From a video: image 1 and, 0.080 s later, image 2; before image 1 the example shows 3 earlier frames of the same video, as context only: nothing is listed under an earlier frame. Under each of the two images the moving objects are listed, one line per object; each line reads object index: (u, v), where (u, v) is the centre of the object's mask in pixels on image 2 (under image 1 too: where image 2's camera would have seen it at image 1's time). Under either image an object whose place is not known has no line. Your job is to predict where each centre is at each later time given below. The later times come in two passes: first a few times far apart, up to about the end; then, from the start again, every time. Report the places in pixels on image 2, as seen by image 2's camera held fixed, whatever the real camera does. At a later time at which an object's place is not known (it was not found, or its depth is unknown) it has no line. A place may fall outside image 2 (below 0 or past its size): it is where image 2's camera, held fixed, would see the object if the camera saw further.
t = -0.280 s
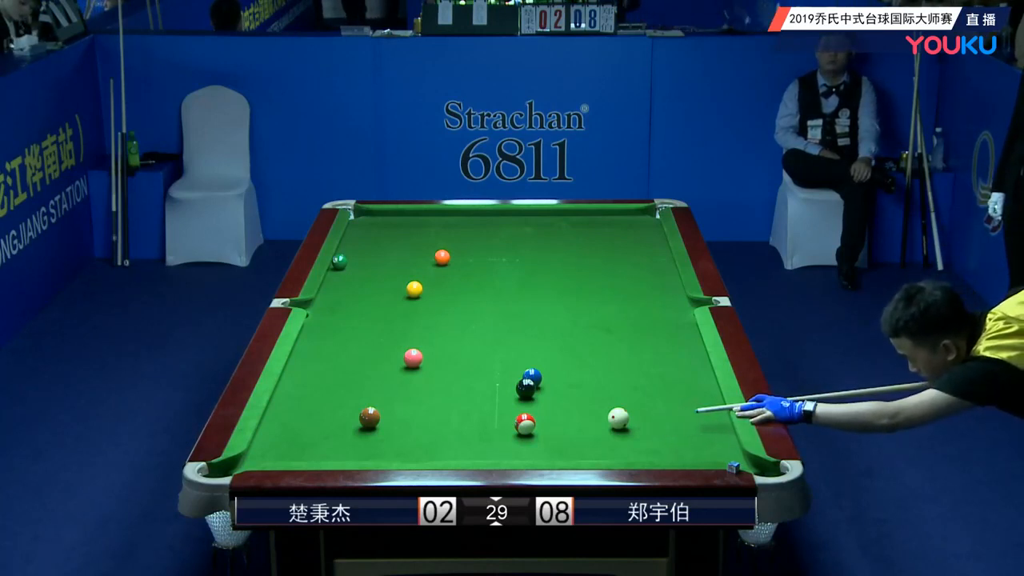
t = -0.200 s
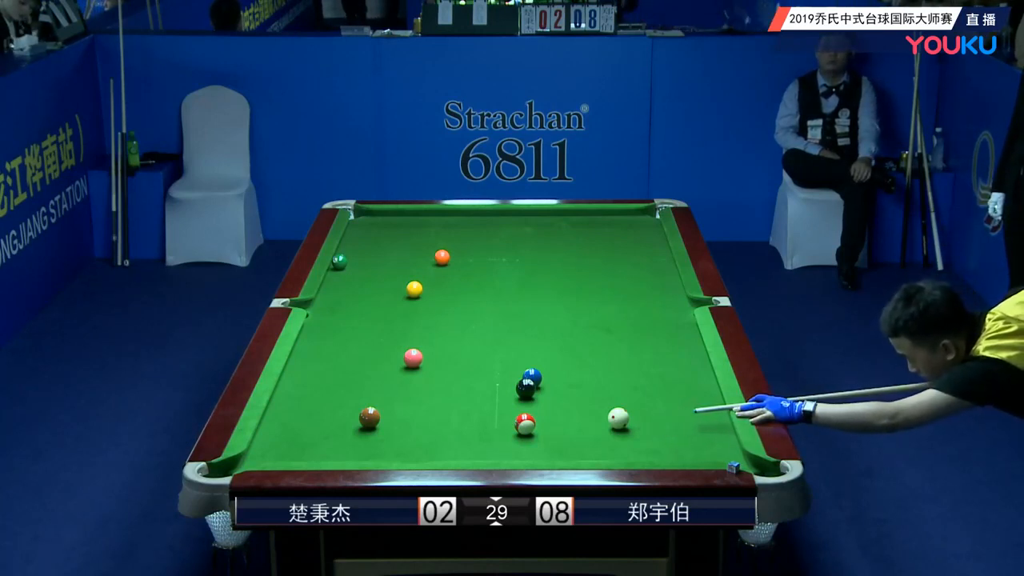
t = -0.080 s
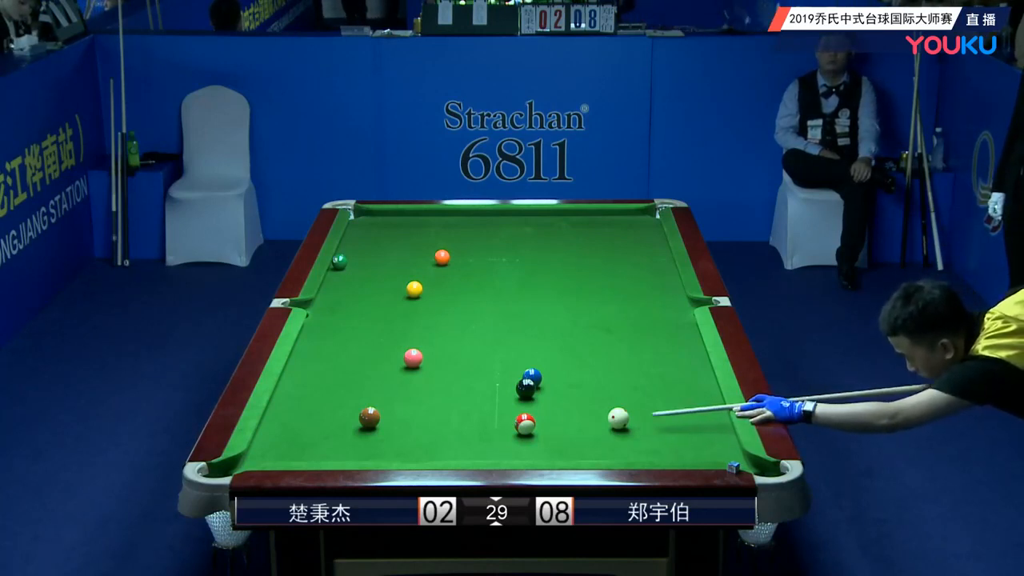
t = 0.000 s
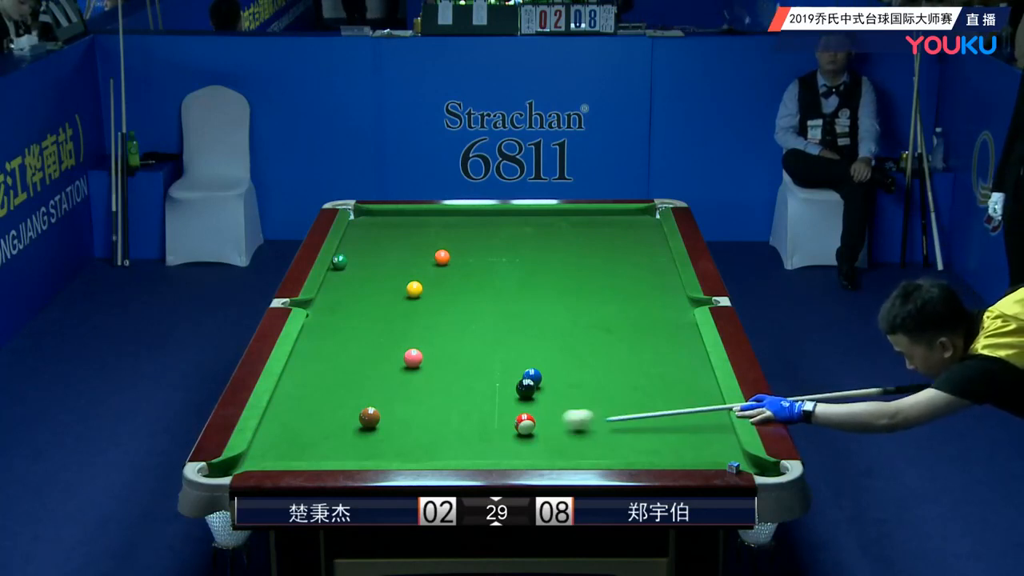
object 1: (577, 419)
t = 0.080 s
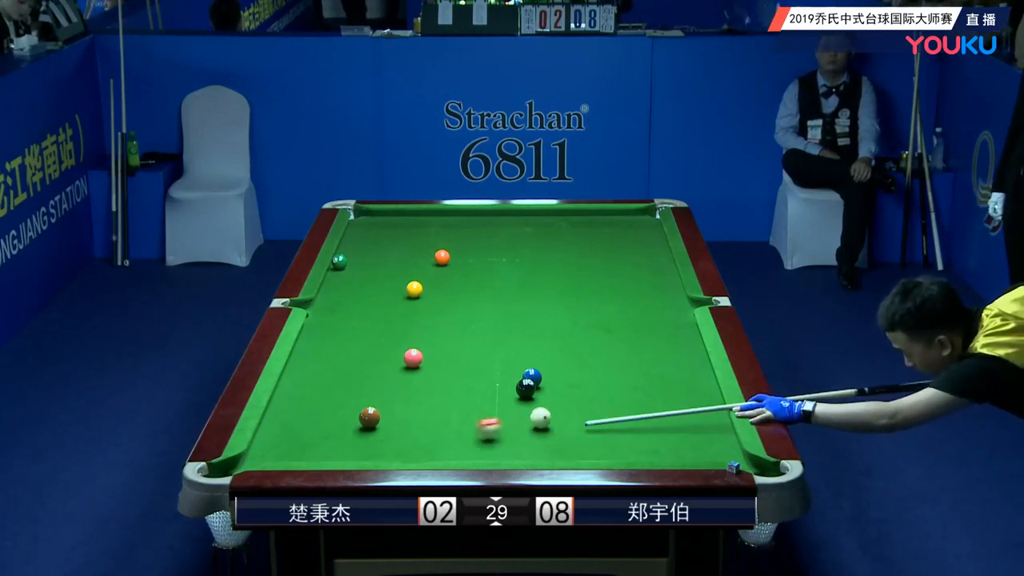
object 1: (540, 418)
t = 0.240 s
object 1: (525, 409)
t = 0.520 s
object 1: (499, 396)
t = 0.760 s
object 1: (480, 386)
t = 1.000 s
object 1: (461, 378)
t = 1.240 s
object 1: (445, 370)
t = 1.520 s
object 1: (427, 362)
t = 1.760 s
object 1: (427, 360)
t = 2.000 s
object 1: (427, 359)
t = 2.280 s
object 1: (426, 358)
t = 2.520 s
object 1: (426, 358)
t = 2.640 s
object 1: (426, 359)
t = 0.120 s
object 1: (536, 416)
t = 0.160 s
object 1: (532, 414)
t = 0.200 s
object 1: (528, 411)
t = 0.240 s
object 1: (525, 409)
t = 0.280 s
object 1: (521, 407)
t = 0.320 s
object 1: (517, 406)
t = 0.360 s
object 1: (513, 404)
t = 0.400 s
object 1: (510, 402)
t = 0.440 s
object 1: (506, 400)
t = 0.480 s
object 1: (502, 398)
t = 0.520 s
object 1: (499, 396)
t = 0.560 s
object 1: (496, 395)
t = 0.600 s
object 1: (492, 393)
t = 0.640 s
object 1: (489, 391)
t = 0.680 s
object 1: (486, 390)
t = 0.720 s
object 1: (483, 388)
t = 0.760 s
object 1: (480, 386)
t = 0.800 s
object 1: (476, 385)
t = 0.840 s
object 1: (473, 383)
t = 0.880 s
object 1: (470, 382)
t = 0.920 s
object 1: (467, 381)
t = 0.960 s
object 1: (464, 379)
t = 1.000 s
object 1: (461, 378)
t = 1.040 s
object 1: (458, 376)
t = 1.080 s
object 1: (455, 375)
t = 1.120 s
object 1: (453, 374)
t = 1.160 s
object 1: (450, 372)
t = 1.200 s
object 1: (447, 371)
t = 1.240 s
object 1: (445, 370)
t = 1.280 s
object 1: (442, 369)
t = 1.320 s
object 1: (439, 368)
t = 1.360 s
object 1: (437, 366)
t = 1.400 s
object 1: (434, 365)
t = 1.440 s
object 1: (432, 364)
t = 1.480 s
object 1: (429, 363)
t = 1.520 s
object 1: (427, 362)
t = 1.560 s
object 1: (427, 362)
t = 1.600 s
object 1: (427, 361)
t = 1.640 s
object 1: (427, 361)
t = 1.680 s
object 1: (427, 361)
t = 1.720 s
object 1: (427, 360)
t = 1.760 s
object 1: (427, 360)
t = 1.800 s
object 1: (427, 360)
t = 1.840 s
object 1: (427, 360)
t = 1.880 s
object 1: (427, 360)
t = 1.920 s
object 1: (427, 359)
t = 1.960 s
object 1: (427, 359)
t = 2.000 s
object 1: (427, 359)
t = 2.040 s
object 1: (427, 359)
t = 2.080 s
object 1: (426, 359)
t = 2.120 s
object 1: (426, 359)
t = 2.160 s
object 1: (426, 359)
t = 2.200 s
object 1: (426, 358)
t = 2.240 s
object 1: (426, 359)
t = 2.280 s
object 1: (426, 358)
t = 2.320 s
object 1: (426, 359)
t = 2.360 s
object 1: (426, 358)
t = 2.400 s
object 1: (426, 358)
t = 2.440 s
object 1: (426, 358)
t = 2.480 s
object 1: (426, 359)
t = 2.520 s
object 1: (426, 358)
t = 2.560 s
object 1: (426, 359)
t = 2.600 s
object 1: (426, 358)
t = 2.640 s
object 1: (426, 359)
